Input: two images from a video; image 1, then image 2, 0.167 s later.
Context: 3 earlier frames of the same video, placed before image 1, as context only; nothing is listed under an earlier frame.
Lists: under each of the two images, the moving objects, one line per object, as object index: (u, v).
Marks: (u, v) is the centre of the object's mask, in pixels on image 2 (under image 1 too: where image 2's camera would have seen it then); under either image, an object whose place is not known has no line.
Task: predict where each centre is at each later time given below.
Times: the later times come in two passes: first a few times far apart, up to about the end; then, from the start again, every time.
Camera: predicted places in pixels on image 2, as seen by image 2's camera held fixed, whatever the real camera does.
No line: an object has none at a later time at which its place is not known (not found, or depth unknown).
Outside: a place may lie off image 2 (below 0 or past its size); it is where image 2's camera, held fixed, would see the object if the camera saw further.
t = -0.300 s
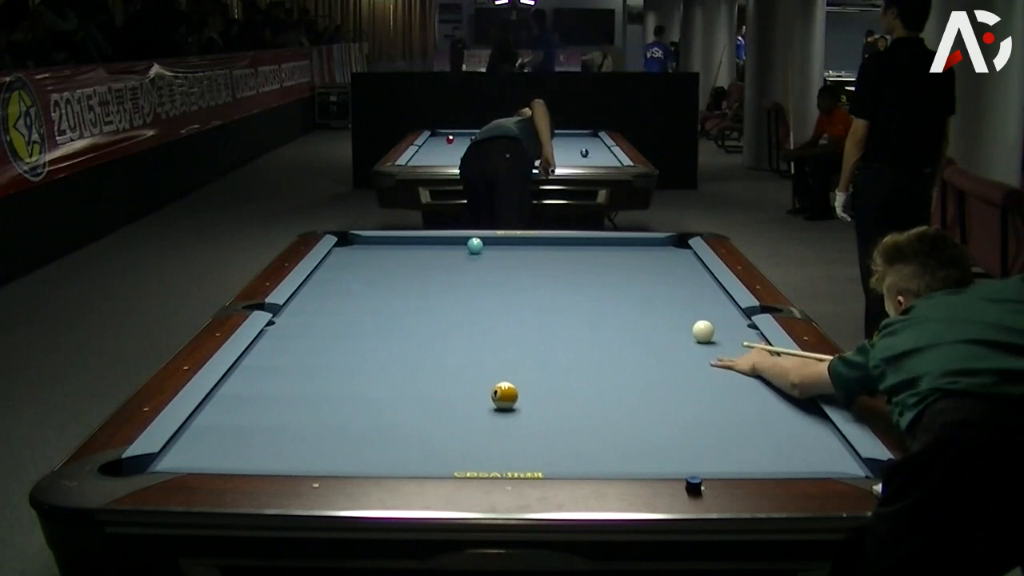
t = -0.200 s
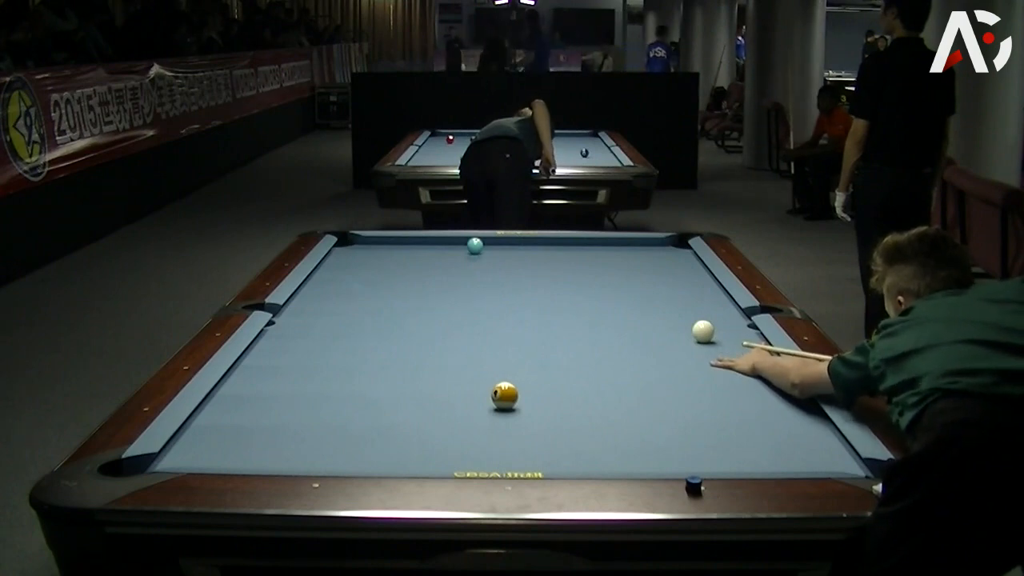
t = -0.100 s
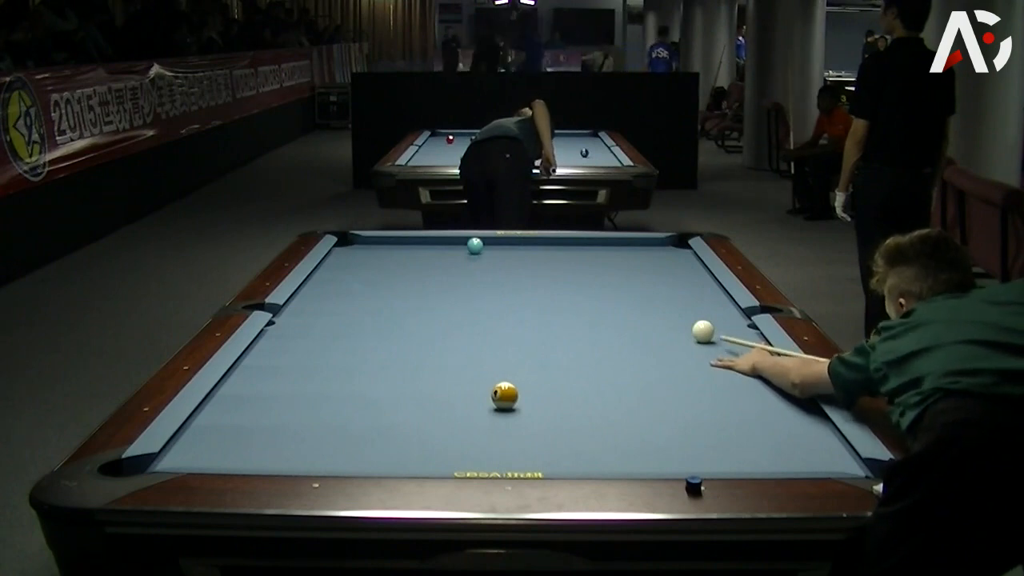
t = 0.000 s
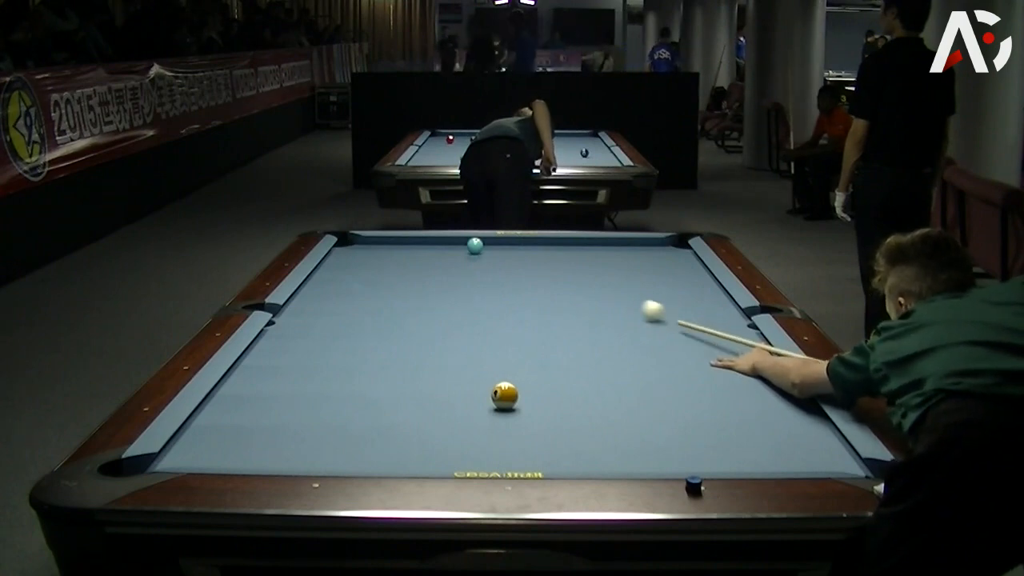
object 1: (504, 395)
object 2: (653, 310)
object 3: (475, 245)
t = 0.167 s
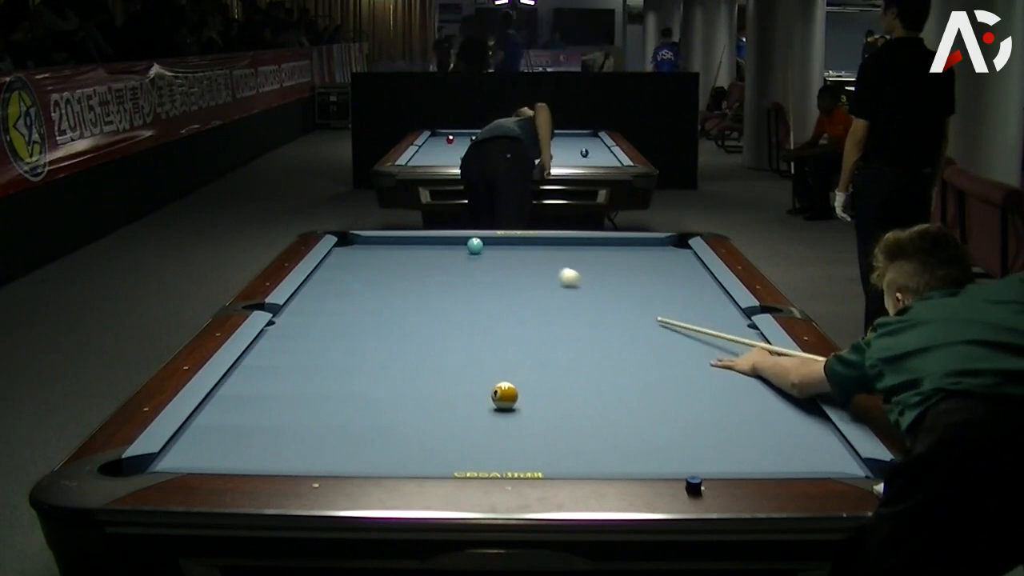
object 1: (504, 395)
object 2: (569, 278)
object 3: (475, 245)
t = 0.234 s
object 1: (504, 395)
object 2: (543, 267)
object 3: (475, 245)
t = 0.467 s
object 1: (504, 395)
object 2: (495, 240)
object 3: (450, 245)
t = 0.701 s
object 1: (504, 395)
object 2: (500, 253)
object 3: (388, 242)
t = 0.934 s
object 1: (504, 395)
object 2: (502, 266)
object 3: (351, 240)
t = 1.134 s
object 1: (504, 395)
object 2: (502, 278)
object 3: (365, 240)
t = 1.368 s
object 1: (504, 395)
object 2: (503, 293)
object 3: (375, 242)
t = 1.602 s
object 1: (504, 395)
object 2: (504, 310)
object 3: (385, 244)
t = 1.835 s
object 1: (504, 395)
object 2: (505, 329)
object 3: (393, 246)
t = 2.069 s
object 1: (504, 395)
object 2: (507, 349)
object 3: (402, 247)
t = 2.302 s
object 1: (504, 395)
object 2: (509, 371)
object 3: (409, 249)
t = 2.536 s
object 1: (498, 404)
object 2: (518, 390)
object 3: (416, 251)
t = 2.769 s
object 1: (482, 423)
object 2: (535, 398)
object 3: (422, 252)
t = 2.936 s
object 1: (471, 436)
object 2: (548, 404)
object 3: (426, 253)
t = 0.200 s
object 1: (504, 395)
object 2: (555, 272)
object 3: (475, 245)
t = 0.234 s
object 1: (504, 395)
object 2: (543, 267)
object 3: (475, 245)
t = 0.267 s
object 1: (504, 395)
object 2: (530, 262)
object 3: (475, 245)
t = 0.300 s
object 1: (504, 395)
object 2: (519, 258)
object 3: (475, 245)
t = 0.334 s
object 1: (504, 395)
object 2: (509, 253)
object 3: (475, 245)
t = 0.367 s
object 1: (504, 395)
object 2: (499, 249)
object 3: (475, 245)
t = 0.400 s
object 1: (504, 395)
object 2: (491, 246)
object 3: (473, 245)
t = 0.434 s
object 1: (504, 395)
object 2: (493, 243)
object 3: (462, 245)
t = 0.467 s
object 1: (504, 395)
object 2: (495, 240)
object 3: (450, 245)
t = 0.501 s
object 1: (504, 395)
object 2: (497, 241)
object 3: (440, 244)
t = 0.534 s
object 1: (504, 395)
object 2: (497, 243)
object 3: (430, 244)
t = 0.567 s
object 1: (504, 395)
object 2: (498, 245)
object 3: (421, 244)
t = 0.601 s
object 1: (504, 395)
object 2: (499, 247)
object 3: (412, 243)
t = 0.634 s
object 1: (504, 395)
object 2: (499, 249)
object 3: (404, 243)
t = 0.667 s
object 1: (504, 395)
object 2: (500, 251)
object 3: (396, 243)
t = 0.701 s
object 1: (504, 395)
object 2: (500, 253)
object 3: (388, 242)
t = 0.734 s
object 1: (504, 395)
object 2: (501, 255)
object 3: (380, 242)
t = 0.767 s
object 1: (504, 395)
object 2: (501, 257)
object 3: (372, 242)
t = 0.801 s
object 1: (504, 395)
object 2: (501, 259)
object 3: (365, 242)
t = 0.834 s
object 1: (504, 395)
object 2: (501, 261)
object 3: (357, 241)
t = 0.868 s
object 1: (504, 395)
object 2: (501, 262)
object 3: (349, 241)
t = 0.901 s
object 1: (504, 395)
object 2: (502, 265)
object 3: (346, 240)
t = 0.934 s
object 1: (504, 395)
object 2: (502, 266)
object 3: (351, 240)
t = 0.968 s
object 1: (504, 395)
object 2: (502, 268)
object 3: (355, 239)
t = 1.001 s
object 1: (504, 395)
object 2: (502, 270)
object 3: (359, 239)
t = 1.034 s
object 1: (504, 395)
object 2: (502, 272)
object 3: (361, 239)
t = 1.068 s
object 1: (504, 395)
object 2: (502, 274)
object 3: (362, 239)
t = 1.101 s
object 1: (504, 395)
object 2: (502, 276)
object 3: (364, 239)
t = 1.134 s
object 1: (504, 395)
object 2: (502, 278)
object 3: (365, 240)
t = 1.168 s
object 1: (504, 395)
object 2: (502, 280)
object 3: (367, 240)
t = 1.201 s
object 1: (504, 395)
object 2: (502, 282)
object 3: (368, 240)
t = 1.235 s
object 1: (504, 395)
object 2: (502, 285)
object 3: (370, 241)
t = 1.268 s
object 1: (504, 395)
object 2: (502, 287)
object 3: (371, 241)
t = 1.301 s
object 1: (504, 395)
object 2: (503, 289)
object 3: (373, 242)
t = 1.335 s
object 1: (504, 395)
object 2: (503, 291)
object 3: (374, 242)
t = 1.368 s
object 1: (504, 395)
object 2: (503, 293)
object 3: (375, 242)
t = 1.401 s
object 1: (504, 395)
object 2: (503, 296)
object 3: (376, 242)
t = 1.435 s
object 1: (504, 395)
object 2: (503, 298)
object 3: (378, 243)
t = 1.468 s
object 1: (504, 395)
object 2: (504, 300)
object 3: (379, 243)
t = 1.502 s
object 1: (504, 395)
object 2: (504, 303)
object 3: (381, 243)
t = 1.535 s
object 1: (504, 395)
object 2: (504, 305)
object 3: (382, 243)
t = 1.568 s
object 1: (504, 395)
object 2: (504, 308)
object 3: (383, 243)
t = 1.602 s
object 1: (504, 395)
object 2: (504, 310)
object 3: (385, 244)
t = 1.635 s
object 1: (504, 395)
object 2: (504, 312)
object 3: (386, 244)
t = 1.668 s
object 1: (504, 395)
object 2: (504, 315)
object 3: (387, 244)
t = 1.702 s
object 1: (504, 395)
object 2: (505, 318)
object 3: (388, 245)
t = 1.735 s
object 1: (504, 395)
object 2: (505, 320)
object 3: (390, 245)
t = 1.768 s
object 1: (504, 395)
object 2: (505, 323)
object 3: (391, 245)
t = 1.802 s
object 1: (504, 395)
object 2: (505, 326)
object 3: (392, 245)
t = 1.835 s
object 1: (504, 395)
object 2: (505, 329)
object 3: (393, 246)
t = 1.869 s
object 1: (504, 395)
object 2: (506, 331)
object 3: (394, 246)
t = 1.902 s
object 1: (504, 395)
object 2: (506, 334)
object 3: (396, 246)
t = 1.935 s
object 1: (504, 395)
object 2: (506, 337)
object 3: (397, 246)
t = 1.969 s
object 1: (504, 395)
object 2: (506, 340)
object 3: (398, 247)
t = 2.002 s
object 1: (504, 395)
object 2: (507, 343)
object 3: (399, 247)
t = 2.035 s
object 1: (504, 395)
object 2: (507, 346)
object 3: (401, 247)
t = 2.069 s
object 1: (504, 395)
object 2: (507, 349)
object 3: (402, 247)
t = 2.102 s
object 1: (504, 395)
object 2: (507, 353)
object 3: (403, 248)
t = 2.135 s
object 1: (504, 395)
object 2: (507, 356)
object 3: (404, 248)
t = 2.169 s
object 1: (504, 395)
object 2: (508, 359)
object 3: (405, 248)
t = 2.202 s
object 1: (504, 395)
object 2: (508, 362)
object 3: (406, 248)
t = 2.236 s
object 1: (504, 395)
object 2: (508, 366)
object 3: (407, 248)
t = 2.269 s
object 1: (504, 395)
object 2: (509, 369)
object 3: (408, 249)
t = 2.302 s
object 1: (504, 395)
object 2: (509, 371)
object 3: (409, 249)
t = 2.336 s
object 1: (504, 395)
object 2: (510, 374)
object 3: (410, 249)
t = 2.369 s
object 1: (504, 395)
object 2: (511, 376)
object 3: (411, 249)
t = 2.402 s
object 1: (504, 395)
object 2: (512, 378)
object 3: (412, 250)
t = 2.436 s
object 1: (504, 395)
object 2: (513, 382)
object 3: (413, 250)
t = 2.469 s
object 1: (503, 397)
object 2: (516, 384)
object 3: (414, 250)
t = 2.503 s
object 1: (500, 400)
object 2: (517, 388)
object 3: (415, 250)
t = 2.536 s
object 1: (498, 404)
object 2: (518, 390)
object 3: (416, 251)
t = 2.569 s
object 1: (495, 406)
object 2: (520, 391)
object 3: (417, 251)
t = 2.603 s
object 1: (493, 409)
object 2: (523, 393)
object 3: (418, 251)
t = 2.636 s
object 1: (491, 412)
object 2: (526, 393)
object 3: (419, 251)
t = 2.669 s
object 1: (488, 415)
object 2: (528, 395)
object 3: (420, 251)
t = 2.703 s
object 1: (486, 417)
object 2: (530, 396)
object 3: (421, 252)
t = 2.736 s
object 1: (484, 420)
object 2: (533, 397)
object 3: (421, 252)
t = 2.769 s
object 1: (482, 423)
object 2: (535, 398)
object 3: (422, 252)
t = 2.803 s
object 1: (480, 426)
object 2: (538, 399)
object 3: (423, 252)
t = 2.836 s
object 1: (478, 428)
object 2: (540, 401)
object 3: (424, 252)
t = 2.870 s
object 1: (476, 431)
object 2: (543, 401)
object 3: (425, 253)
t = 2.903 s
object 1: (473, 434)
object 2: (545, 403)
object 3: (426, 253)
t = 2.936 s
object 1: (471, 436)
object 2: (548, 404)
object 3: (426, 253)
